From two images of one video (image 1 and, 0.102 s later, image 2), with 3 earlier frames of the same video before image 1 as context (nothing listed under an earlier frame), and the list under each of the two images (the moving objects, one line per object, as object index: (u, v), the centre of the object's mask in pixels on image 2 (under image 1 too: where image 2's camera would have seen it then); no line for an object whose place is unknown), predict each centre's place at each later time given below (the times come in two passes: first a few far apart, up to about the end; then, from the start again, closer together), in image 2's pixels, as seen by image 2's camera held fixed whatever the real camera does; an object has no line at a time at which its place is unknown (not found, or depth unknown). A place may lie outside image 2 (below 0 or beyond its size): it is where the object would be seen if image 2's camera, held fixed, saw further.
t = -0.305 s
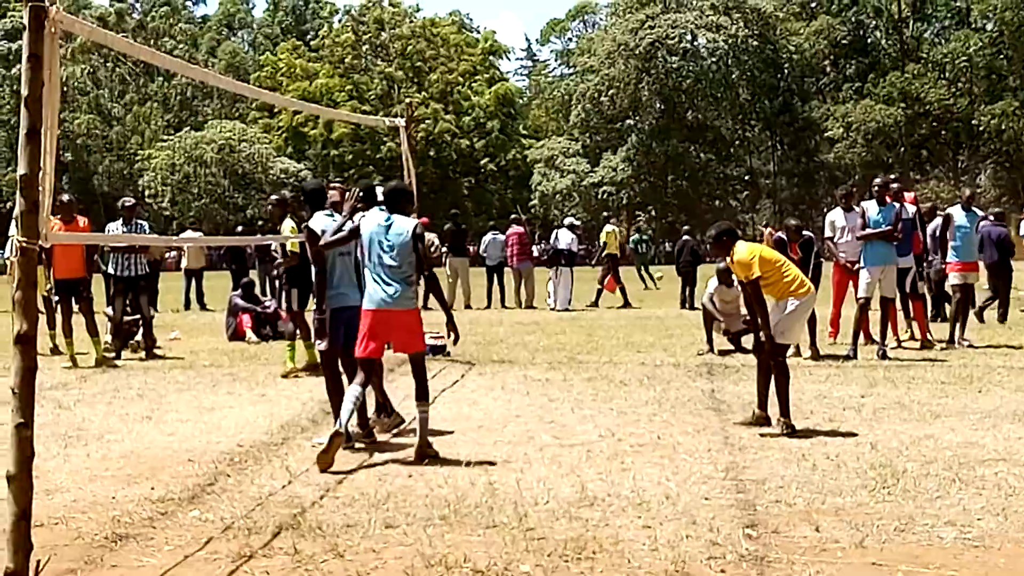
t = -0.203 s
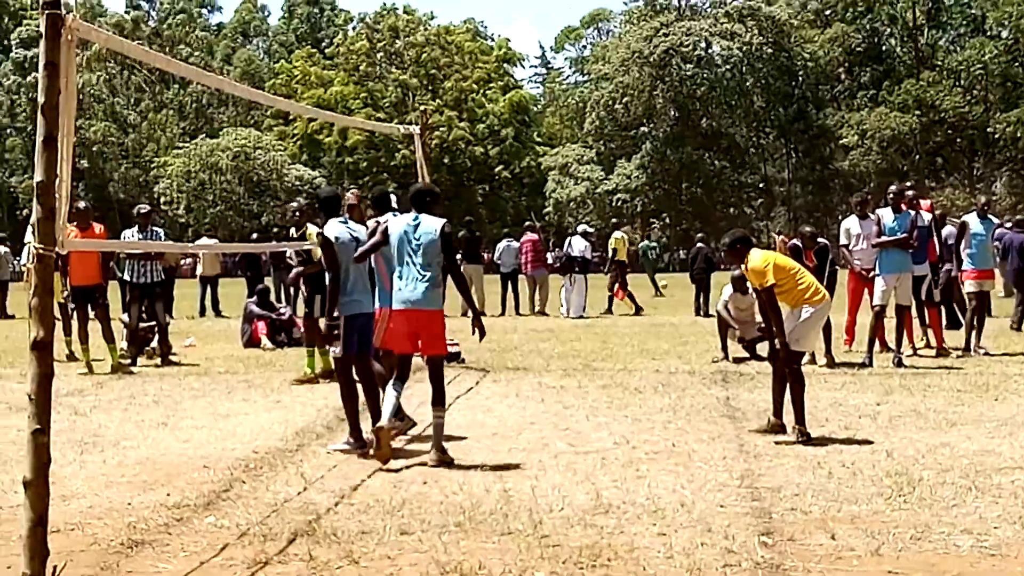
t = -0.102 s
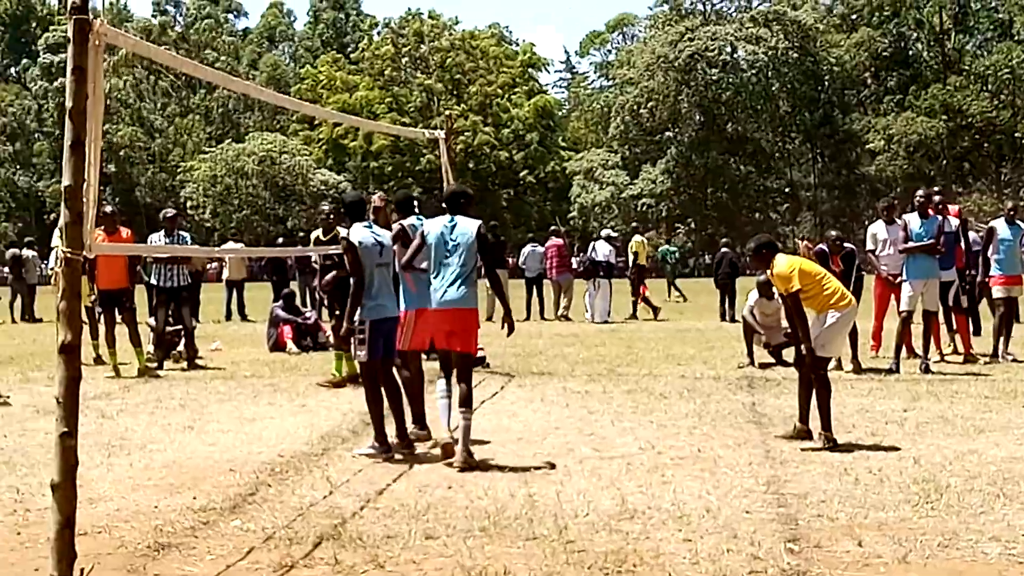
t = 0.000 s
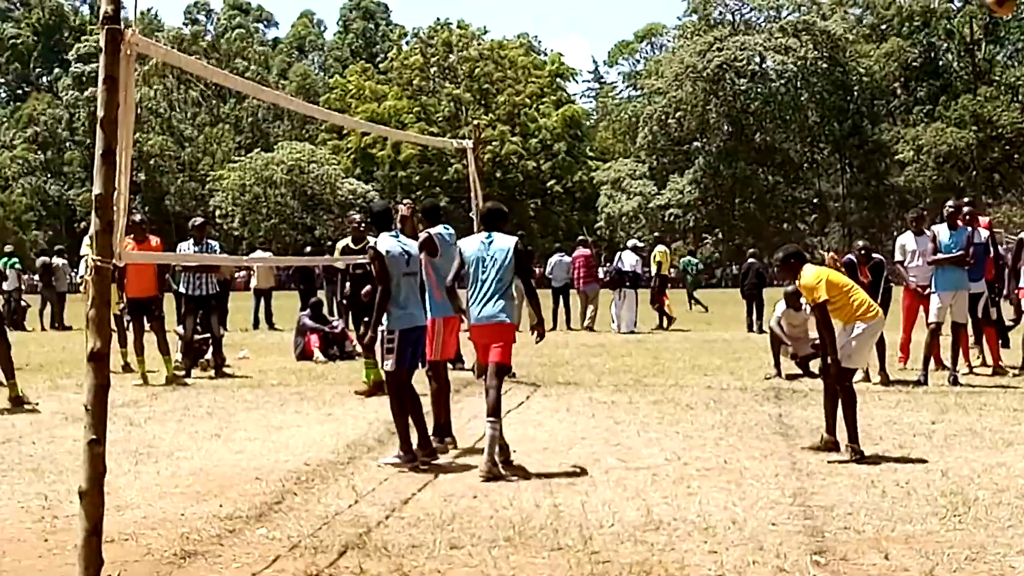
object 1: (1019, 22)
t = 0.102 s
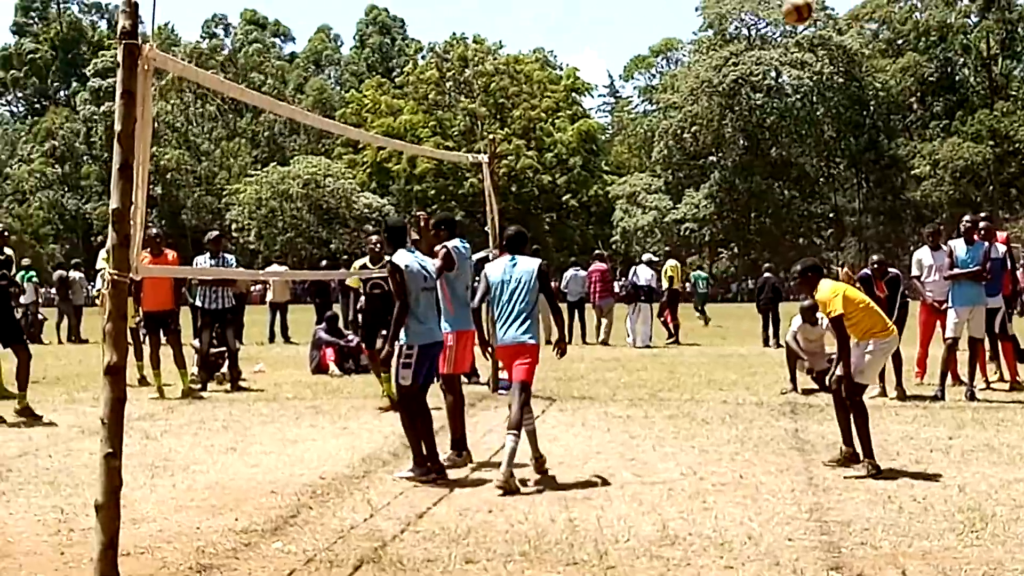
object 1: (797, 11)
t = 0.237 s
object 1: (515, 28)
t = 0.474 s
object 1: (35, 115)
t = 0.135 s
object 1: (725, 12)
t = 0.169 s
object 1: (655, 16)
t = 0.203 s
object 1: (584, 22)
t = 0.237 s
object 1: (515, 28)
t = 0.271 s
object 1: (446, 38)
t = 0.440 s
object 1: (101, 99)
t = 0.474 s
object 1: (35, 115)
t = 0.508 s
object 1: (-36, 133)
